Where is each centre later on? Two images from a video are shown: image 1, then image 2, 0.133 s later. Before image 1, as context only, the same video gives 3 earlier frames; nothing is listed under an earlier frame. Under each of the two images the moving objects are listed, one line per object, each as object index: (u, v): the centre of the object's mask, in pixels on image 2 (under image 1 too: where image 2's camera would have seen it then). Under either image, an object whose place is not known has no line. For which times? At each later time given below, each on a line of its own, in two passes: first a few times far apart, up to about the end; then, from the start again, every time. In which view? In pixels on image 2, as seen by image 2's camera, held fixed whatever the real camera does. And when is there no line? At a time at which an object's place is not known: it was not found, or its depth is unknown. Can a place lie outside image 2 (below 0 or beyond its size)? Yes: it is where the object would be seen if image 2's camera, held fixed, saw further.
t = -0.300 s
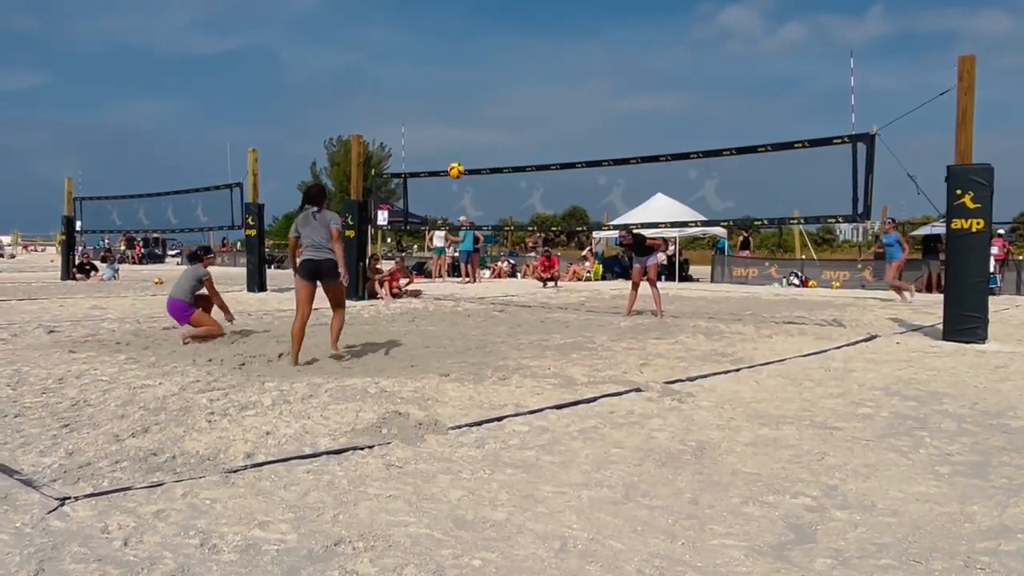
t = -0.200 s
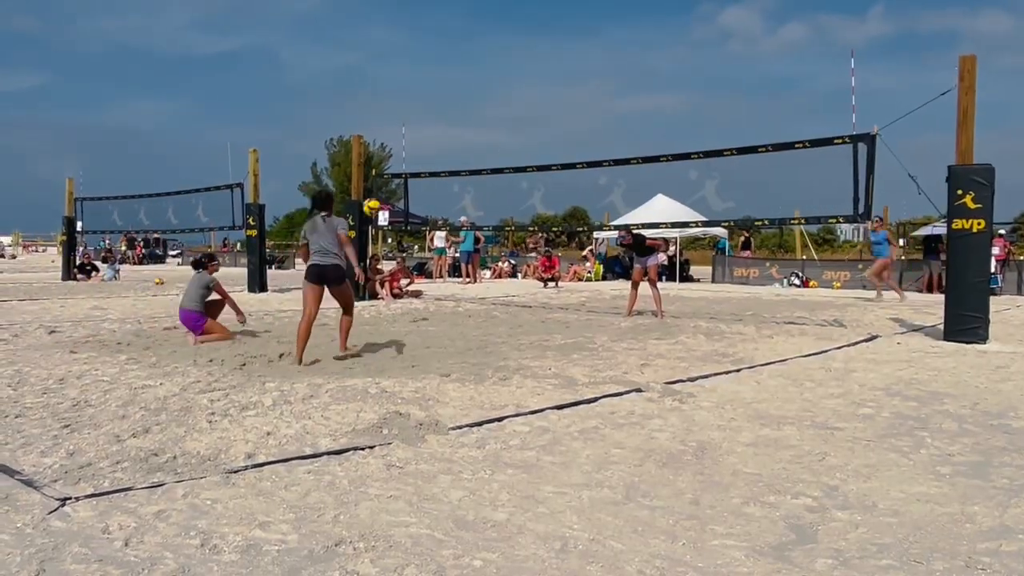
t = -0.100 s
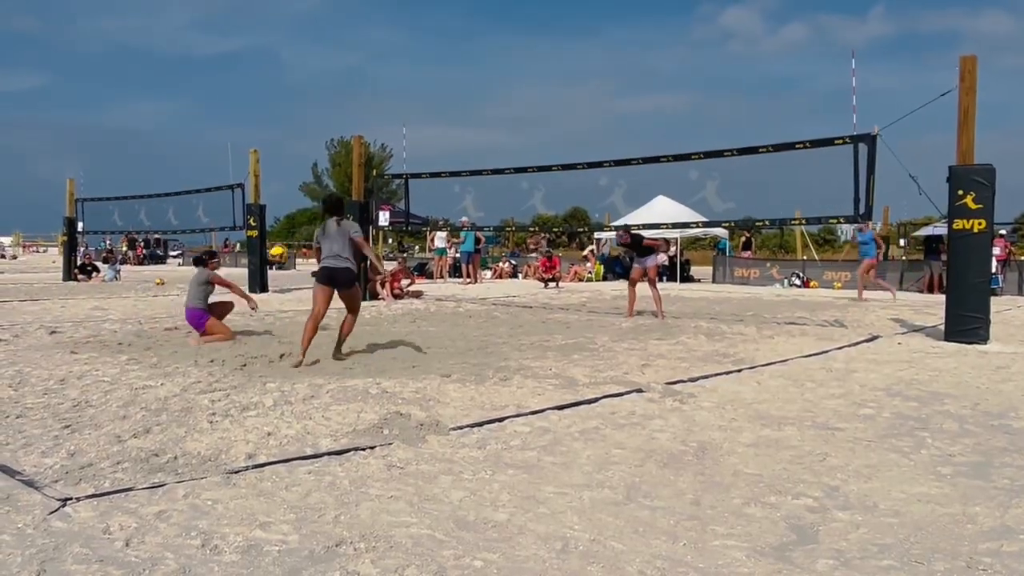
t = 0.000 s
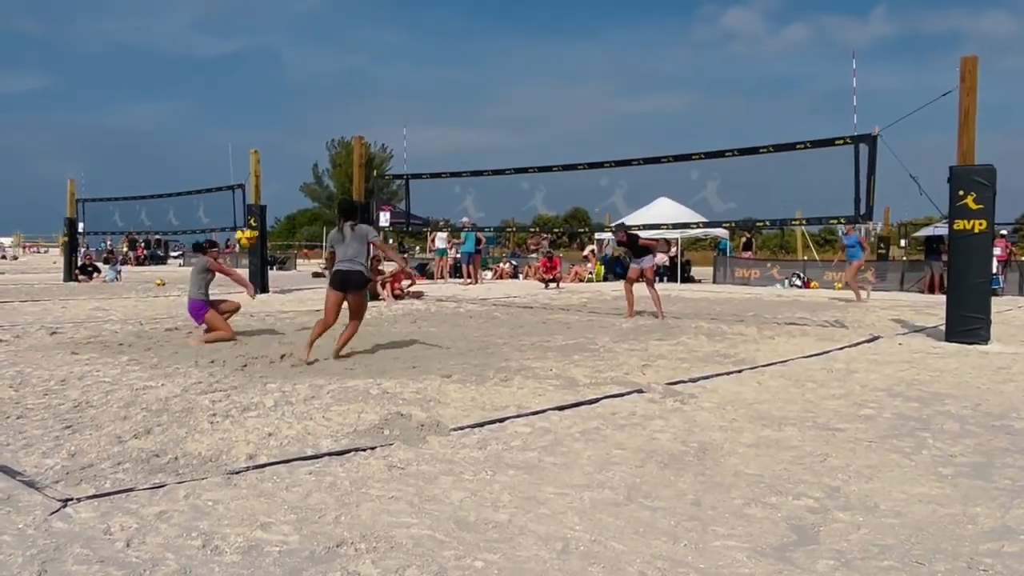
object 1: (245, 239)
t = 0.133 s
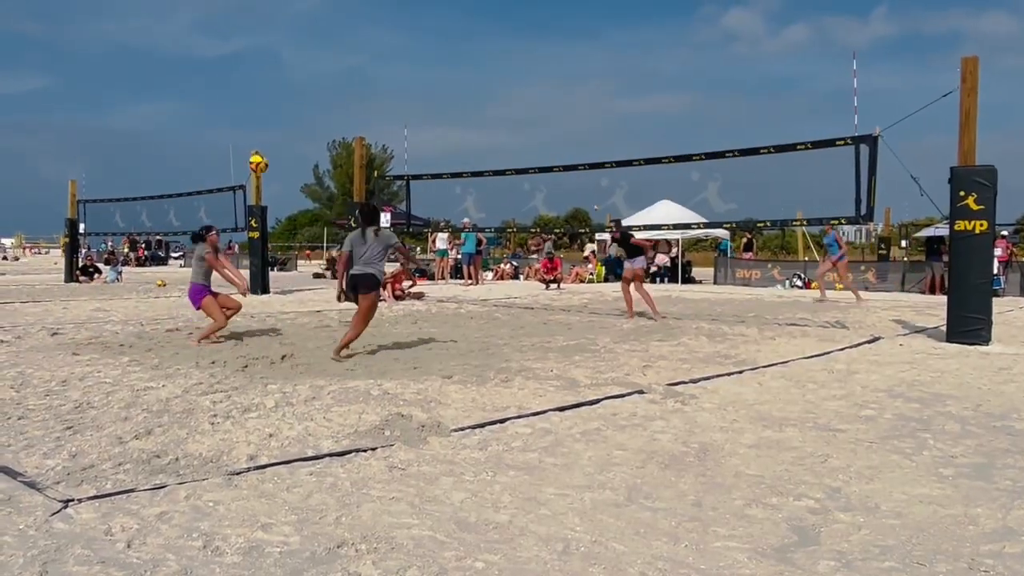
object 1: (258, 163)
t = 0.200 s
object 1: (264, 134)
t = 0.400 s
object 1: (279, 70)
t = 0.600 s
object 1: (295, 41)
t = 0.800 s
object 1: (311, 47)
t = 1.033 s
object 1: (329, 93)
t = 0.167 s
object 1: (261, 148)
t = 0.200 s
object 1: (264, 134)
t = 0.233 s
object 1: (266, 121)
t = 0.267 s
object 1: (269, 109)
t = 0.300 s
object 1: (272, 97)
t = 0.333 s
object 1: (275, 87)
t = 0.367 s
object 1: (277, 78)
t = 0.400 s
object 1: (279, 70)
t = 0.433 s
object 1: (282, 63)
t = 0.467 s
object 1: (286, 57)
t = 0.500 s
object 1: (288, 51)
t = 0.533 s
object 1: (290, 47)
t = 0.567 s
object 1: (293, 44)
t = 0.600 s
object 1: (295, 41)
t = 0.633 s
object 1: (298, 40)
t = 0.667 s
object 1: (301, 40)
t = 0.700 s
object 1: (303, 41)
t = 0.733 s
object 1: (306, 42)
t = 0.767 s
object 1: (308, 44)
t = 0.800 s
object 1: (311, 47)
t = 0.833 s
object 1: (313, 51)
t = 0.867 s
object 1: (316, 56)
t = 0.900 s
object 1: (319, 62)
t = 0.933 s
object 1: (321, 68)
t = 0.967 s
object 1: (324, 76)
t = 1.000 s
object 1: (327, 84)
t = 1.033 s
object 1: (329, 93)
